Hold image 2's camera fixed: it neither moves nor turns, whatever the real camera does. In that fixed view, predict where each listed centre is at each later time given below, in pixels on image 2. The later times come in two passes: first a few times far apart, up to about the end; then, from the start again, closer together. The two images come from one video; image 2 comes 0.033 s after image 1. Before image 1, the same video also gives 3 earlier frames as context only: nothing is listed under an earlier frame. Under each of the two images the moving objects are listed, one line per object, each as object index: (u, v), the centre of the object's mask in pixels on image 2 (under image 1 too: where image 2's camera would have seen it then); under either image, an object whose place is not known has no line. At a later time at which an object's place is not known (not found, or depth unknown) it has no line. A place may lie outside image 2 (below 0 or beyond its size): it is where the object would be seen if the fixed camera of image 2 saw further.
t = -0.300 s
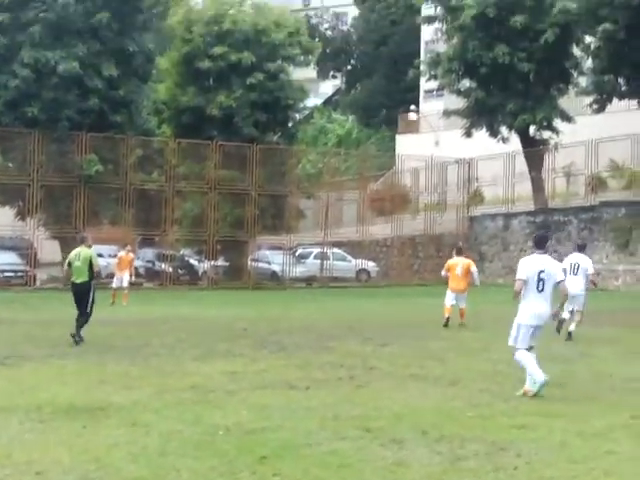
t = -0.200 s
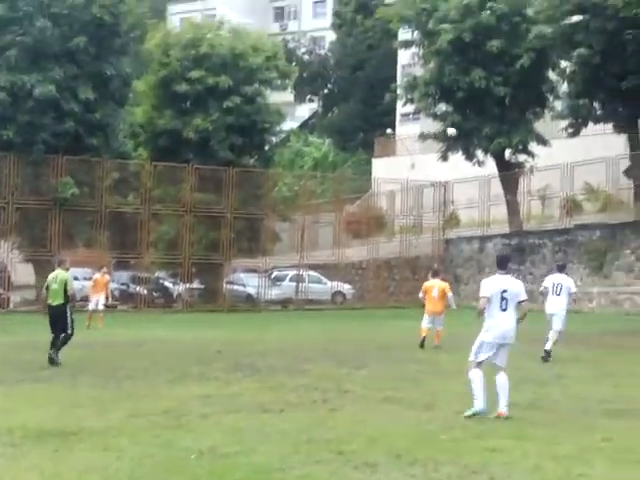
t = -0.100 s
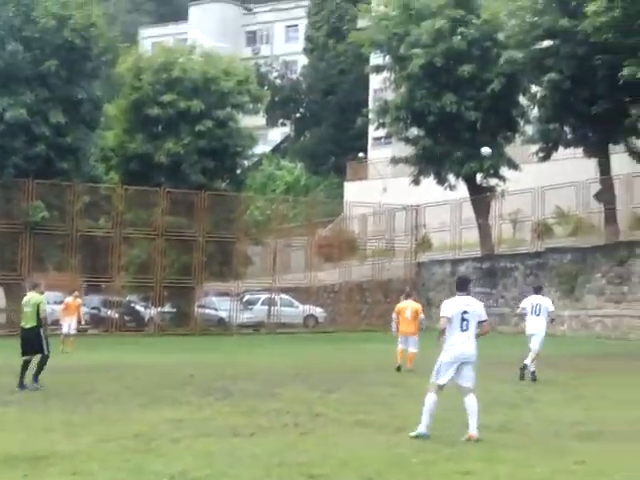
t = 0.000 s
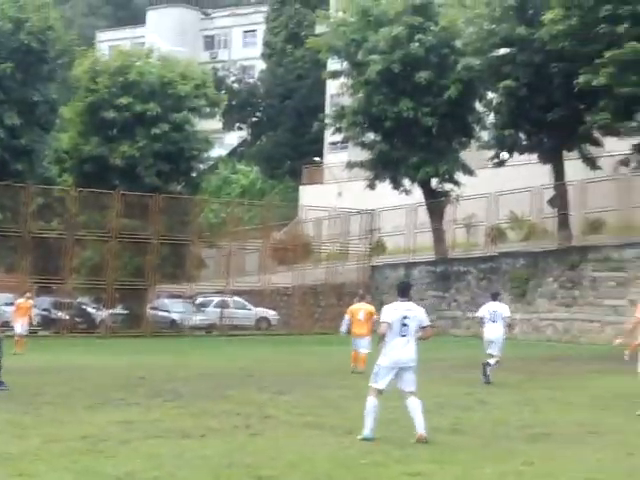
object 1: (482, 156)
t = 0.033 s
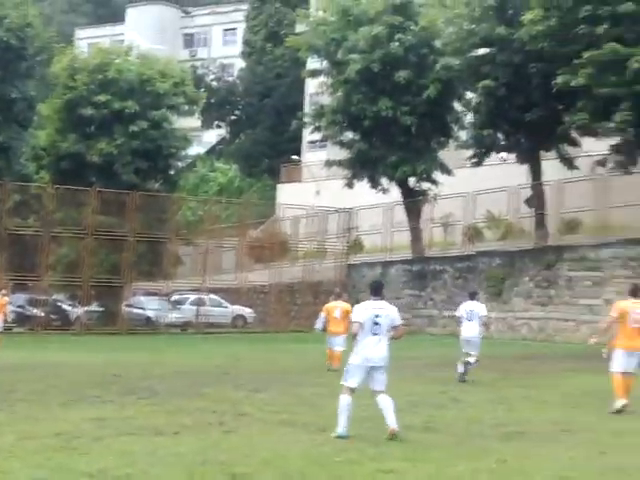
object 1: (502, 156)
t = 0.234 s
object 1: (628, 169)
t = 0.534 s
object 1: (819, 220)
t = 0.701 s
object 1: (930, 265)
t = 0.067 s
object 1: (523, 158)
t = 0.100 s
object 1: (544, 158)
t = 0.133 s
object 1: (566, 161)
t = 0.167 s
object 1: (586, 162)
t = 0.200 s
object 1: (607, 165)
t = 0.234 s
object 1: (628, 169)
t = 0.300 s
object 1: (669, 177)
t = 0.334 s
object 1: (691, 182)
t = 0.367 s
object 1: (711, 186)
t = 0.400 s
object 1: (733, 191)
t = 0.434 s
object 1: (754, 198)
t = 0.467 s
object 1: (776, 205)
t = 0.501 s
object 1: (796, 212)
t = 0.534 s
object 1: (819, 220)
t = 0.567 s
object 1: (841, 228)
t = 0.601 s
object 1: (863, 237)
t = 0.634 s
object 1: (885, 245)
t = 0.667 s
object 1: (907, 256)
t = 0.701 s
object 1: (930, 265)
